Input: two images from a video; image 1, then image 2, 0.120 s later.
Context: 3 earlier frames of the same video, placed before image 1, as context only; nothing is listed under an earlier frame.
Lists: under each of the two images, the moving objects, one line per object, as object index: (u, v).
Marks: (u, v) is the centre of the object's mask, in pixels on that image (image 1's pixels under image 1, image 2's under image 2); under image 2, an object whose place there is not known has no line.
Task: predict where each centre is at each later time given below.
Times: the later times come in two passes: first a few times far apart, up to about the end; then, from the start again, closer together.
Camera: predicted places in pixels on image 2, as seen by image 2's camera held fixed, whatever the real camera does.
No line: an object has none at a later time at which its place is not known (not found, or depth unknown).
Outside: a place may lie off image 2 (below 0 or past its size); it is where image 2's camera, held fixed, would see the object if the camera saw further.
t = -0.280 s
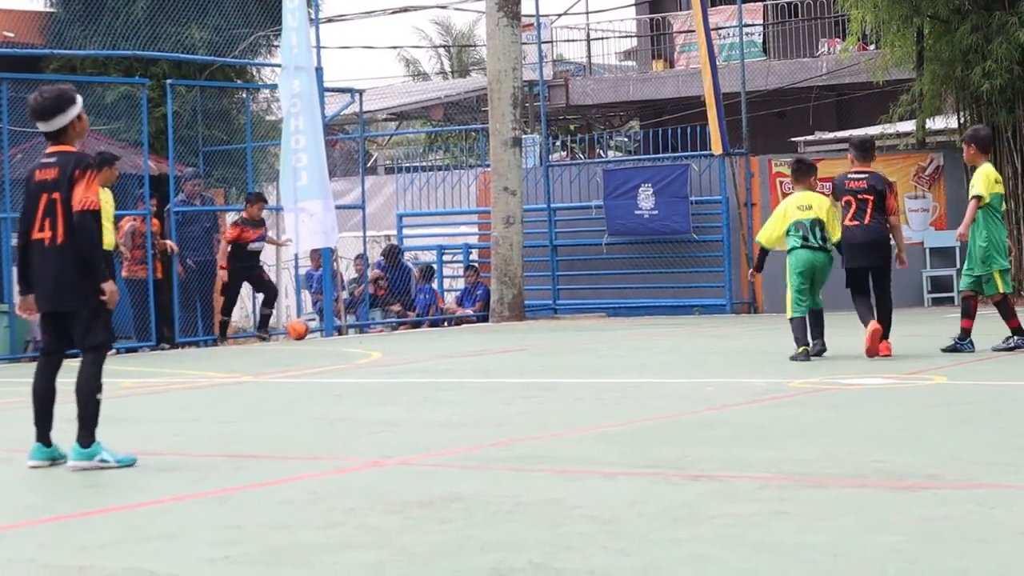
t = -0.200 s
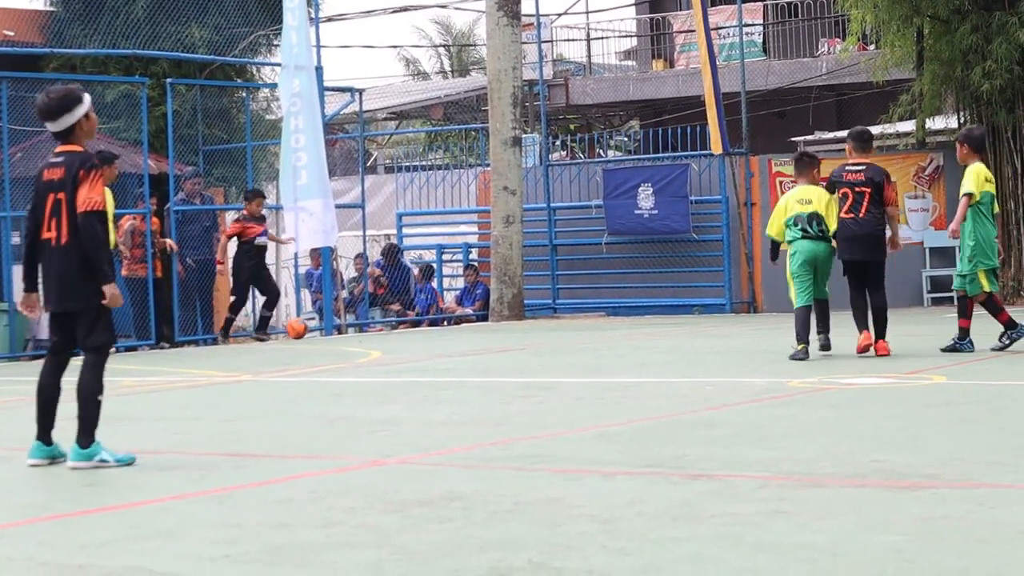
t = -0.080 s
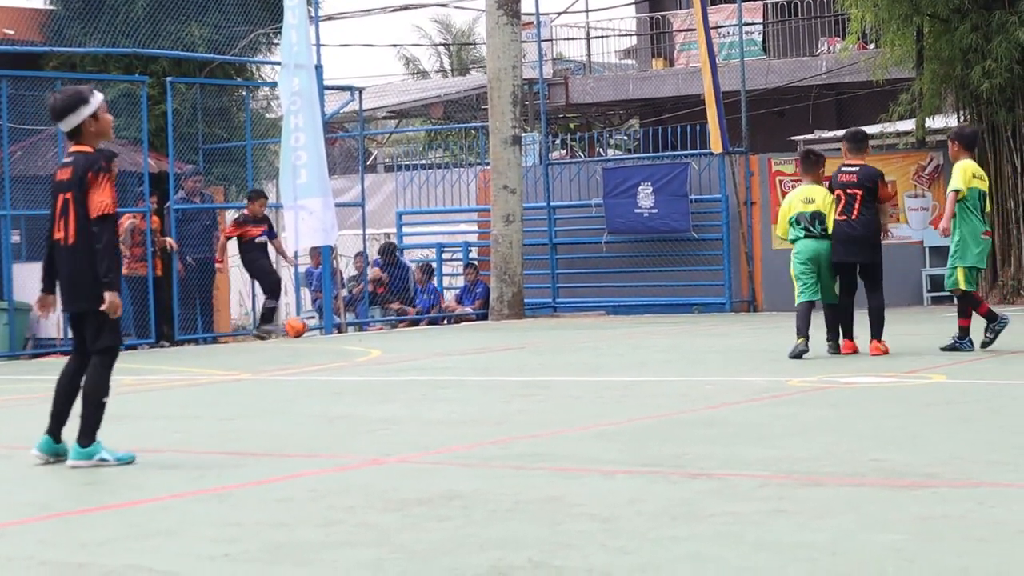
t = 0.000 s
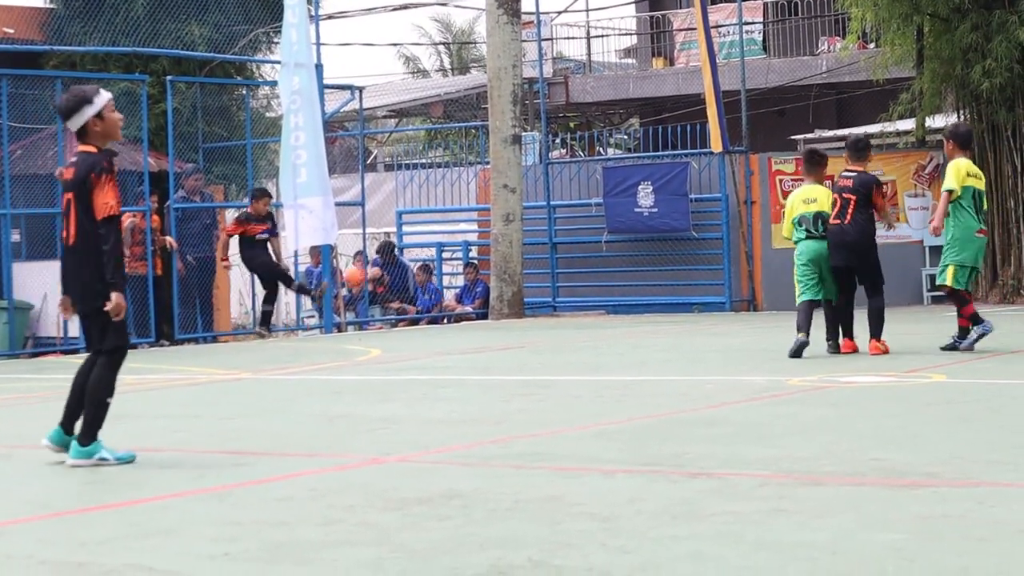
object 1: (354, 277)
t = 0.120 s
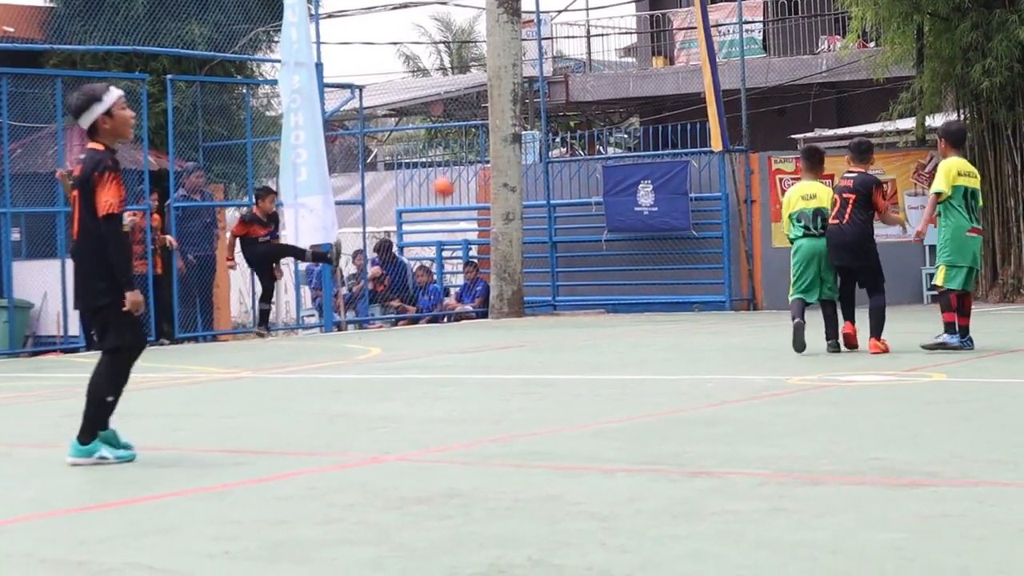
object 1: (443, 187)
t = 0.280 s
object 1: (566, 93)
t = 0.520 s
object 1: (747, 9)
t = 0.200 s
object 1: (505, 134)
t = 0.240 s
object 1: (536, 112)
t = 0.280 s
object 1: (566, 93)
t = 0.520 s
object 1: (747, 9)
